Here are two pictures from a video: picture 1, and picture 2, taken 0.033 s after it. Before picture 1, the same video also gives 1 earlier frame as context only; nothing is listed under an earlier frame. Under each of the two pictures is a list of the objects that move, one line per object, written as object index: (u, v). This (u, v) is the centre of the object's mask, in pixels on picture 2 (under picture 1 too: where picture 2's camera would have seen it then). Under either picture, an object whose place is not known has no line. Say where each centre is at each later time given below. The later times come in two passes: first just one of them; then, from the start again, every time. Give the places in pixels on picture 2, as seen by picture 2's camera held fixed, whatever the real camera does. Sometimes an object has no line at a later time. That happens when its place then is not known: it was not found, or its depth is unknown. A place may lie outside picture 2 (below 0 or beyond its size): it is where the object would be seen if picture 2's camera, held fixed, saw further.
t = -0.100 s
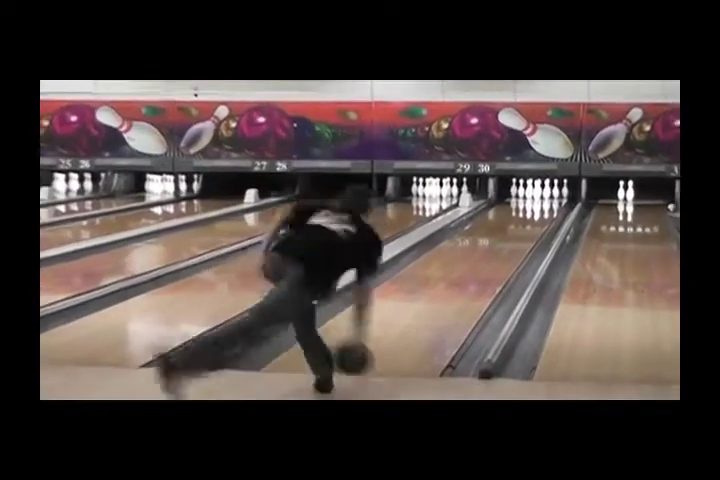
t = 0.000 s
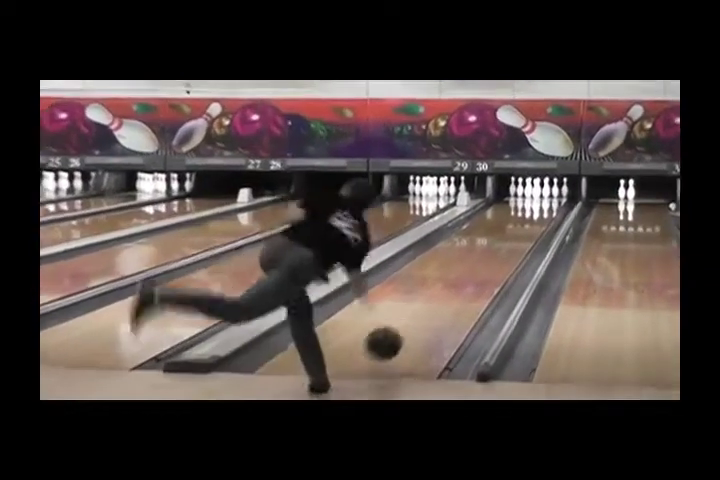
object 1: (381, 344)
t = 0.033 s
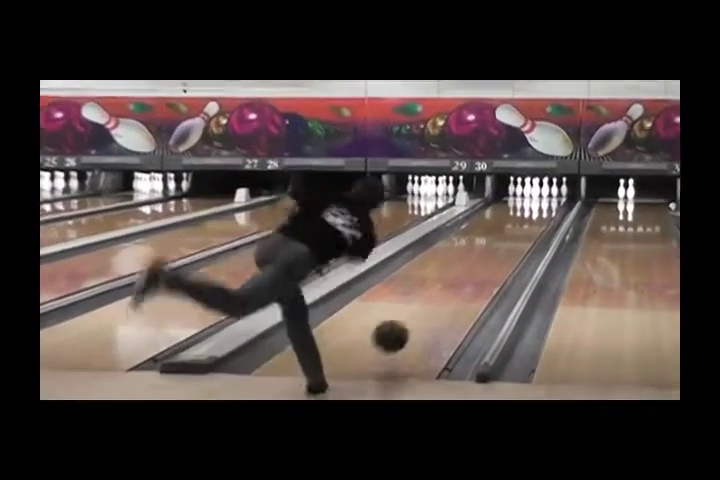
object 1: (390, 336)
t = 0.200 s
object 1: (427, 314)
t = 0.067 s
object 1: (398, 331)
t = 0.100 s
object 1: (406, 327)
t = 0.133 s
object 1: (414, 325)
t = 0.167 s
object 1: (421, 319)
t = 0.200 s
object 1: (427, 314)
